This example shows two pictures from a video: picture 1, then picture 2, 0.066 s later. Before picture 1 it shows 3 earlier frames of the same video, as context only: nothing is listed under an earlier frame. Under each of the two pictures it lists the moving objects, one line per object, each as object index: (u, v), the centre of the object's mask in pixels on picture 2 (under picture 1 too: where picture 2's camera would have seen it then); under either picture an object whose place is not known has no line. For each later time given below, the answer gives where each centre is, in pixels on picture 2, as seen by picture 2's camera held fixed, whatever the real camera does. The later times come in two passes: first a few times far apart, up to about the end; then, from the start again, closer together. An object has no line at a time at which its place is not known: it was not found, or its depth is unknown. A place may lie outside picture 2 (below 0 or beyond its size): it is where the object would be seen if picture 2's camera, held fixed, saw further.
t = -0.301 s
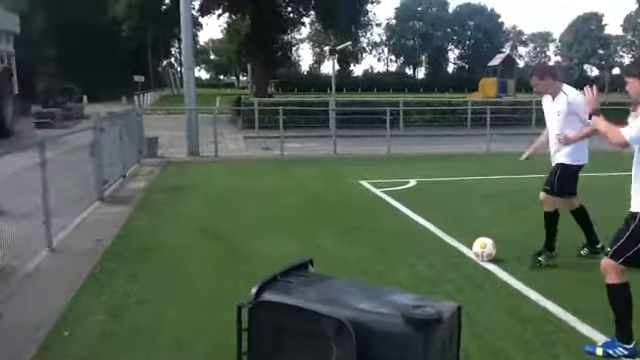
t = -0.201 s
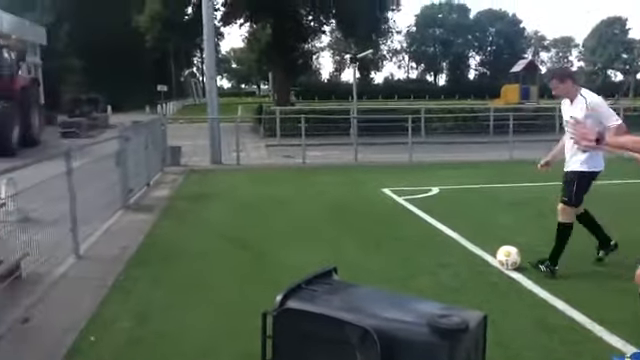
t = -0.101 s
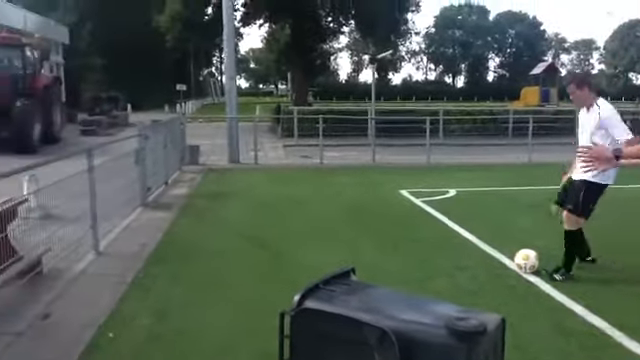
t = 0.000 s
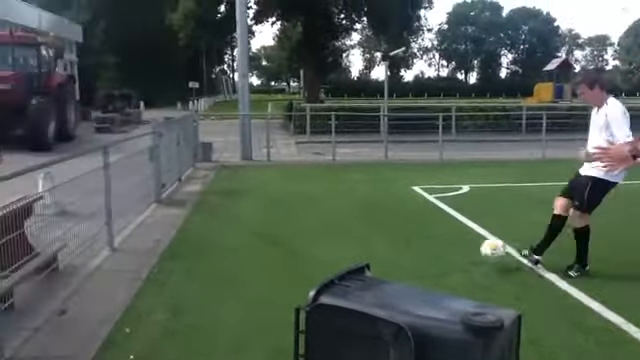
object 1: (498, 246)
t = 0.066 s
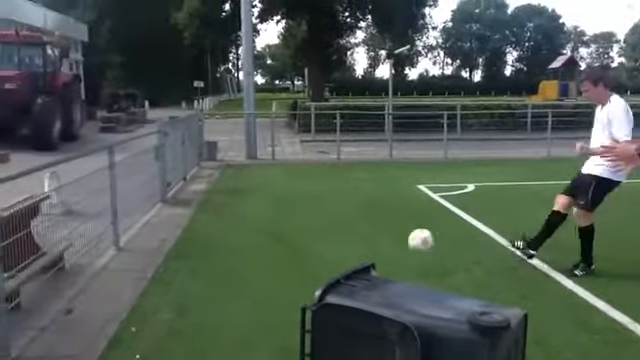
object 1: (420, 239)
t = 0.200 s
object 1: (259, 237)
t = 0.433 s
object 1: (160, 268)
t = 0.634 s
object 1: (264, 264)
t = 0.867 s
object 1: (375, 257)
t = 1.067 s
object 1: (463, 258)
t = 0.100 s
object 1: (381, 237)
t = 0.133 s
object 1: (341, 236)
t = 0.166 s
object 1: (300, 235)
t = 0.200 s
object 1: (259, 237)
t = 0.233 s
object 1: (217, 239)
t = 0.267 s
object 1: (176, 241)
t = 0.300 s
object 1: (133, 244)
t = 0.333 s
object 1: (92, 248)
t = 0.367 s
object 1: (112, 256)
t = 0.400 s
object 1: (139, 265)
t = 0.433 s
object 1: (160, 268)
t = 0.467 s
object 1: (178, 266)
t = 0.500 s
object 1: (196, 265)
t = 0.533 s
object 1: (215, 265)
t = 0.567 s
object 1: (232, 265)
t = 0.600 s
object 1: (248, 264)
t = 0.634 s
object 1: (264, 264)
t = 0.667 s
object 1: (281, 264)
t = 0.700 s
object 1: (297, 264)
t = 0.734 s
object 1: (313, 263)
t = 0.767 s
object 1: (329, 262)
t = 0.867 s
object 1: (375, 257)
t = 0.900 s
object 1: (390, 259)
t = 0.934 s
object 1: (405, 260)
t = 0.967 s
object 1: (420, 259)
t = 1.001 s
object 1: (435, 259)
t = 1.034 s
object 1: (449, 258)
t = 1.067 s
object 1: (463, 258)
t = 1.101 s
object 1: (477, 256)
